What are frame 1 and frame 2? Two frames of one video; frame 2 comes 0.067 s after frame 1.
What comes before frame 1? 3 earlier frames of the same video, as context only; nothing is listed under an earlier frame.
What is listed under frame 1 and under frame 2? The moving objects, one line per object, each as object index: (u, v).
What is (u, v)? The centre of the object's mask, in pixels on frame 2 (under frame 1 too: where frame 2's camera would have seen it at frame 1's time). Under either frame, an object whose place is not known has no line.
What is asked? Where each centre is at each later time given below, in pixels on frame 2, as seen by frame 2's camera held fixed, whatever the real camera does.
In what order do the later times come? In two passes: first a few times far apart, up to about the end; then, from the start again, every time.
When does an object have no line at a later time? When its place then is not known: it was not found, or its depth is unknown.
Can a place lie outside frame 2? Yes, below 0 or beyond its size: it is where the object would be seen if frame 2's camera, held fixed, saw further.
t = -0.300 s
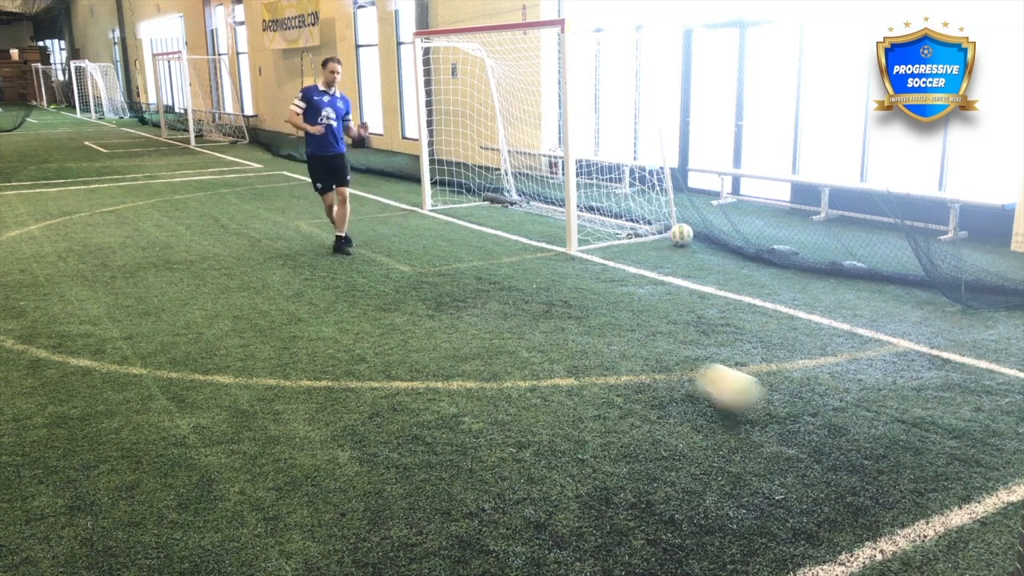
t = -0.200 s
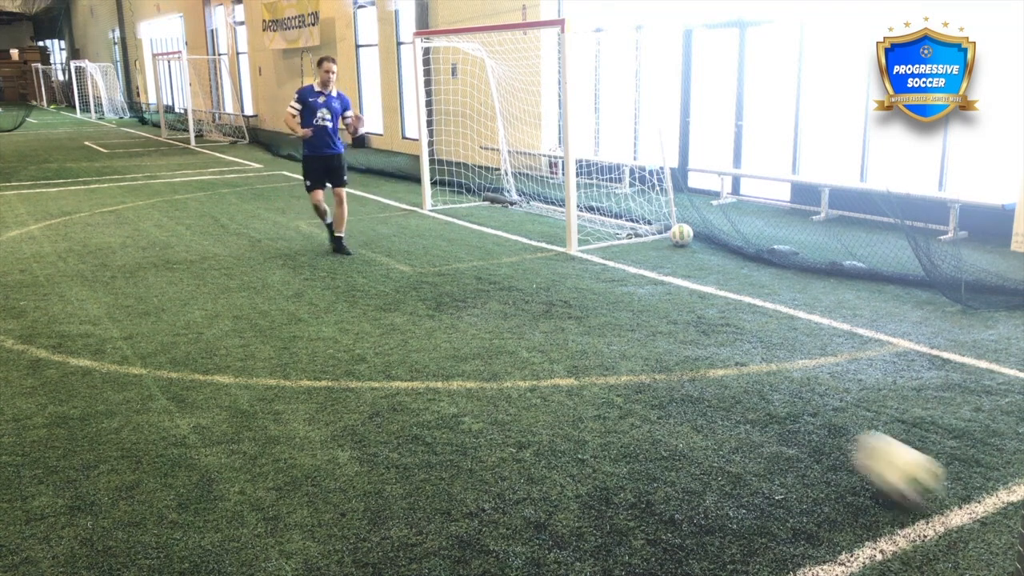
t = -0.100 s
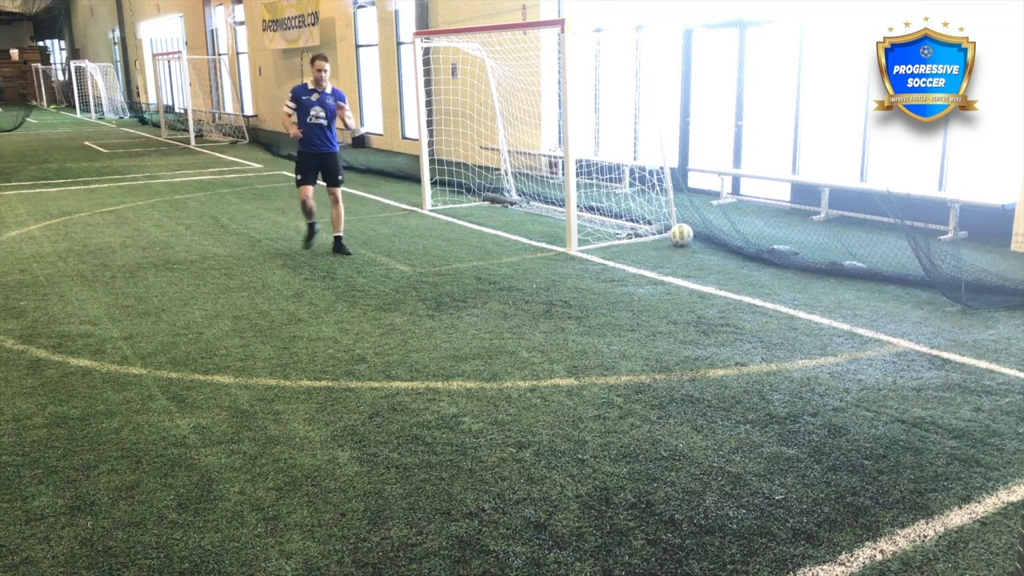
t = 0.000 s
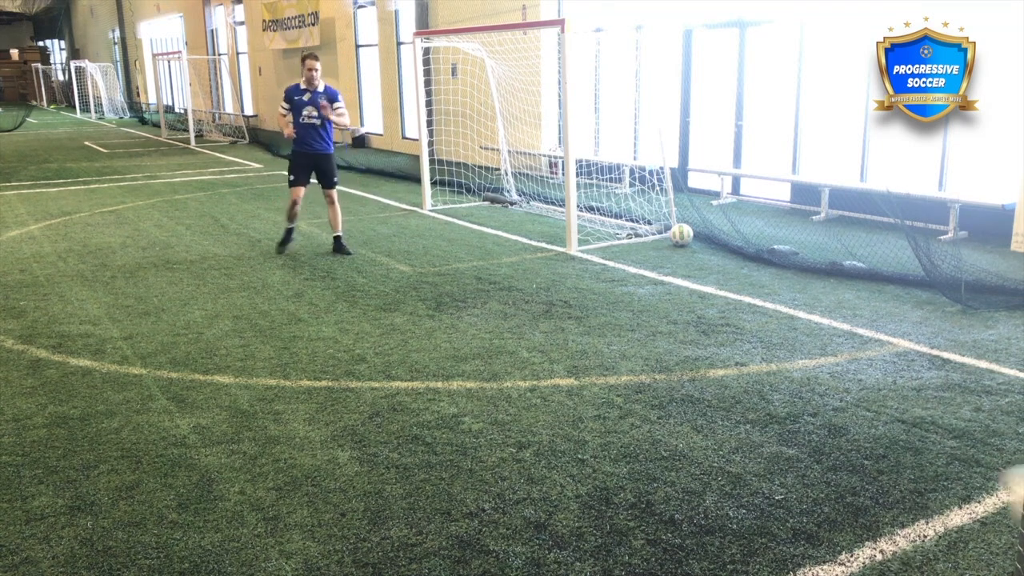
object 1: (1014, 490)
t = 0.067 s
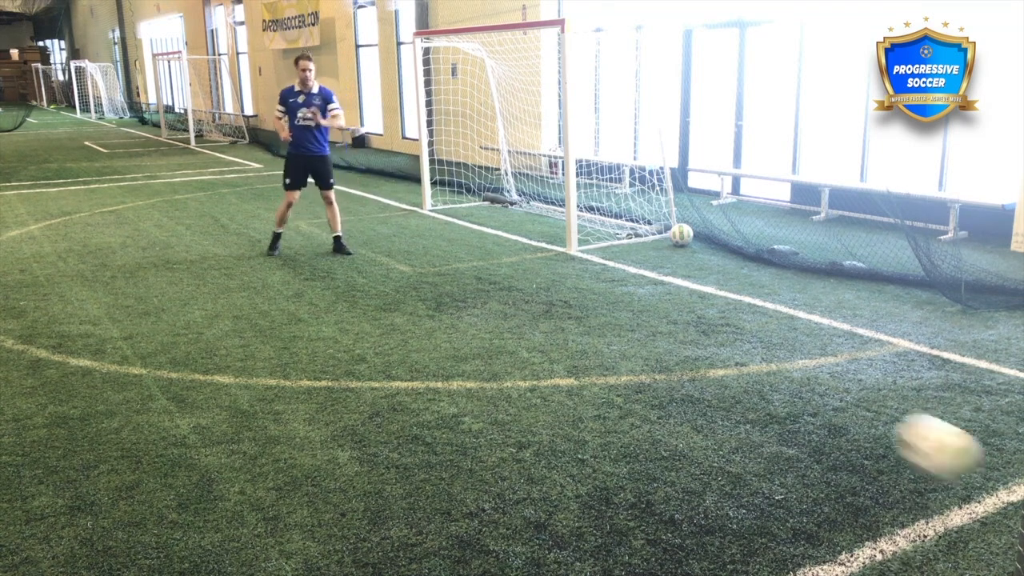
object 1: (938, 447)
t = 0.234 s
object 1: (737, 381)
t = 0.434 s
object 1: (612, 339)
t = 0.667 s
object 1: (541, 320)
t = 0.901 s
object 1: (497, 299)
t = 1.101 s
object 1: (465, 290)
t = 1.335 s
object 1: (434, 278)
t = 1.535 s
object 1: (411, 267)
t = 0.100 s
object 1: (891, 427)
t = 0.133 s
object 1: (847, 409)
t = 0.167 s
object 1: (808, 397)
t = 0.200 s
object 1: (771, 387)
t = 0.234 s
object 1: (737, 381)
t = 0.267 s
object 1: (706, 376)
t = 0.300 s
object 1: (678, 375)
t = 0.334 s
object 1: (652, 377)
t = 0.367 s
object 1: (637, 367)
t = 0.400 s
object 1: (624, 350)
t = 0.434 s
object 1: (612, 339)
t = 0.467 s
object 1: (601, 329)
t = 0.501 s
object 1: (590, 325)
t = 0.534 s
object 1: (580, 318)
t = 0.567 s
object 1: (570, 317)
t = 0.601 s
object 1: (559, 315)
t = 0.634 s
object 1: (550, 317)
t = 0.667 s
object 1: (541, 320)
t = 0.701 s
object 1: (532, 322)
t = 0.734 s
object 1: (526, 316)
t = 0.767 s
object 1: (519, 307)
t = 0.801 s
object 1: (514, 303)
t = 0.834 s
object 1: (507, 300)
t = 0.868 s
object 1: (502, 298)
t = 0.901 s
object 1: (497, 299)
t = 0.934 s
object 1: (491, 301)
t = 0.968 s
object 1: (486, 302)
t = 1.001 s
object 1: (481, 298)
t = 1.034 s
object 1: (476, 293)
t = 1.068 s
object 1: (470, 291)
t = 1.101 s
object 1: (465, 290)
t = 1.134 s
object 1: (460, 290)
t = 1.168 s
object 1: (456, 287)
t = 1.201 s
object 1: (451, 284)
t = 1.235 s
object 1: (446, 283)
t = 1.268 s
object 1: (442, 282)
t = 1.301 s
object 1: (438, 279)
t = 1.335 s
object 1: (434, 278)
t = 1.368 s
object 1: (430, 276)
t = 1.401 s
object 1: (425, 274)
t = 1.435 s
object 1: (422, 272)
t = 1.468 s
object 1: (418, 271)
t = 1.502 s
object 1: (415, 269)
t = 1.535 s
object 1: (411, 267)
